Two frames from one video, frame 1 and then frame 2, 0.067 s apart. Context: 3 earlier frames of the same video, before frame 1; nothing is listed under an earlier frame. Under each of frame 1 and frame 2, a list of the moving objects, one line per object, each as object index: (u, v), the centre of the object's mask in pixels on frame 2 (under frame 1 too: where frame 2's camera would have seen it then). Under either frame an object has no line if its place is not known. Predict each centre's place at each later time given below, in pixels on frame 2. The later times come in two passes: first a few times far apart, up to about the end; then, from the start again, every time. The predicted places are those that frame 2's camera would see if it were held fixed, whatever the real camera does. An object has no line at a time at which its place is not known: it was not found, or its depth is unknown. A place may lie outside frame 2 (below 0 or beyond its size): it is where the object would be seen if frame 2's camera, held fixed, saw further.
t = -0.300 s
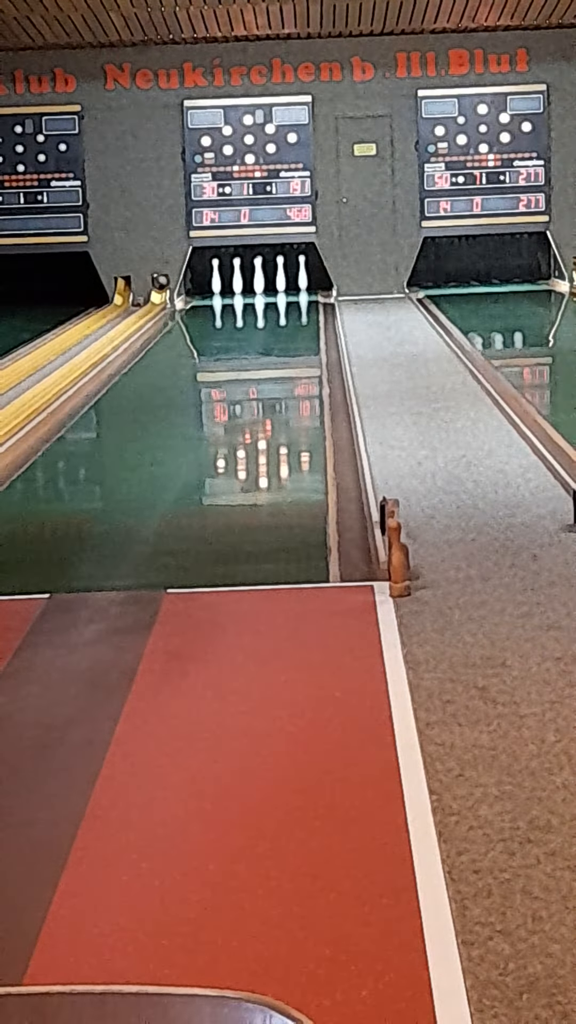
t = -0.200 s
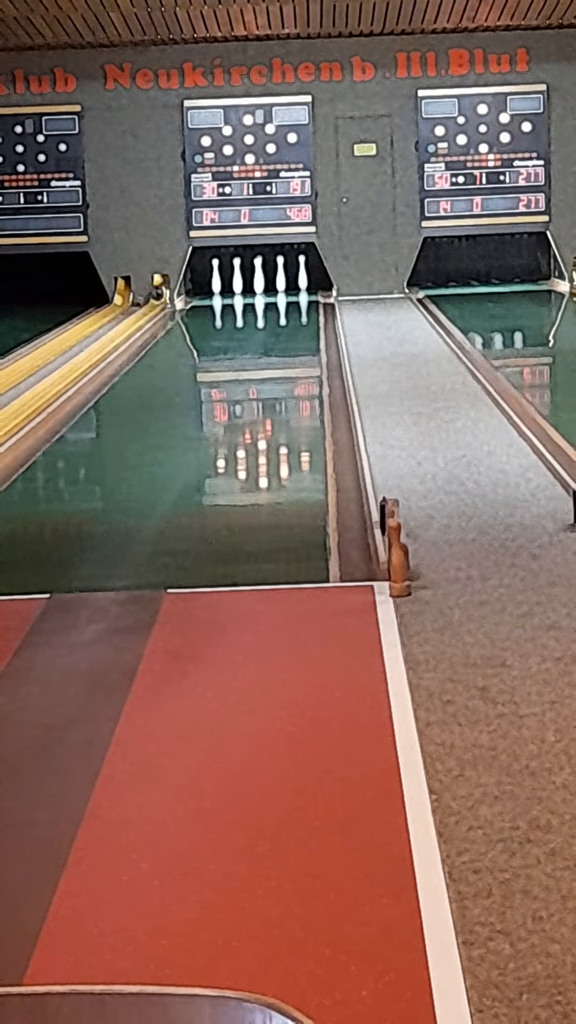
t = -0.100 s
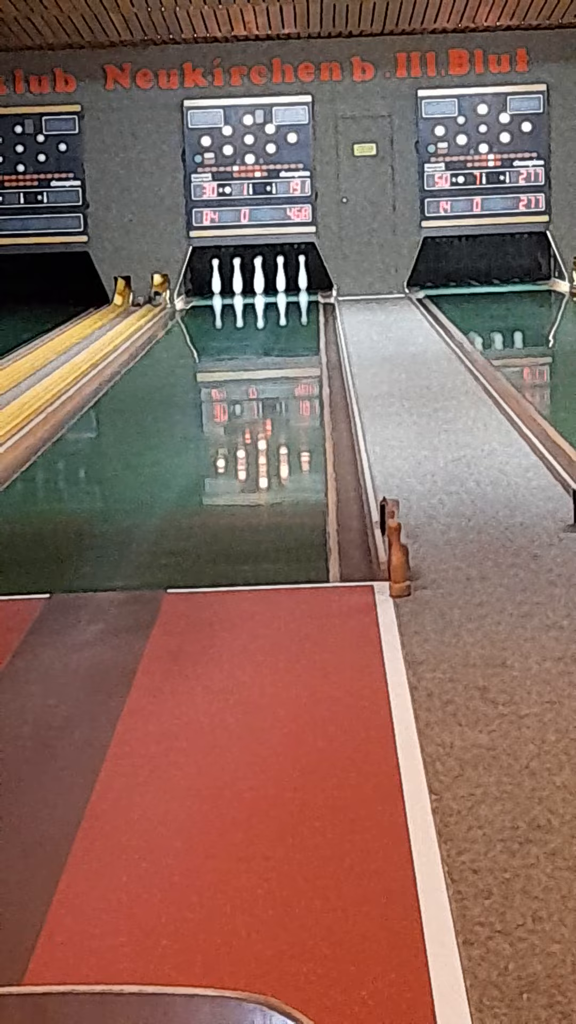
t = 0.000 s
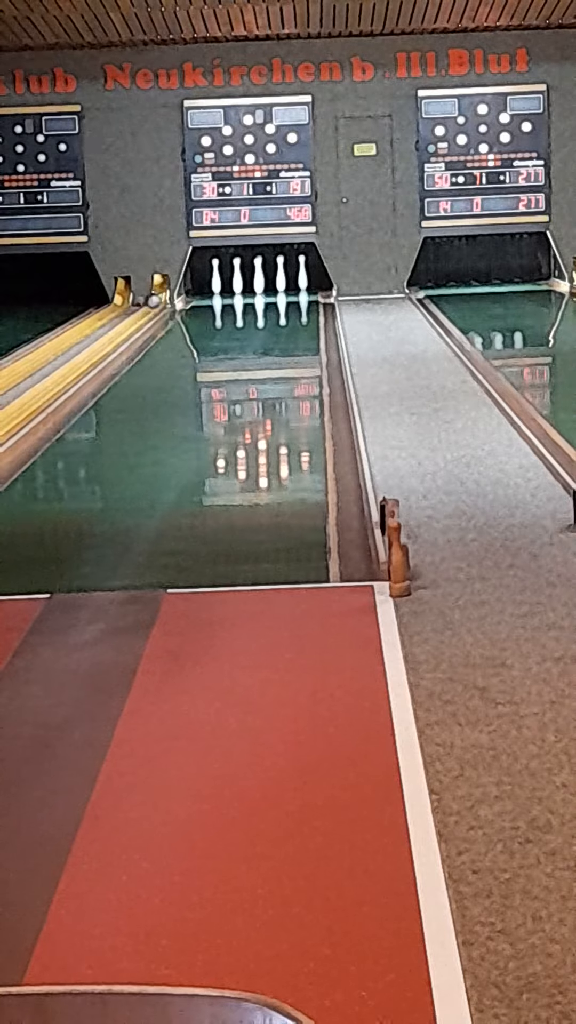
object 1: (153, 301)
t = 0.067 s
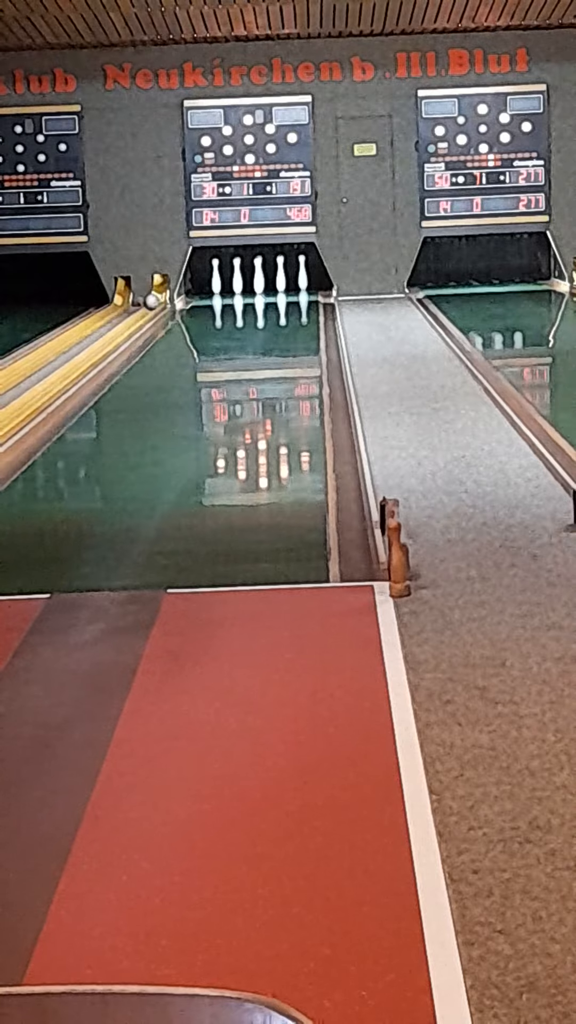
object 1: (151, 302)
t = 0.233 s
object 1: (148, 307)
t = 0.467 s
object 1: (140, 311)
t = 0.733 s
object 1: (131, 316)
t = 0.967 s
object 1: (123, 322)
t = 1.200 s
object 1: (113, 329)
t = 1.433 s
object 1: (104, 337)
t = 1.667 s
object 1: (93, 345)
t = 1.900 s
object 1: (81, 354)
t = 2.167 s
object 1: (65, 364)
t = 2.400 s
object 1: (51, 375)
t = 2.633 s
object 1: (34, 388)
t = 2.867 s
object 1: (15, 402)
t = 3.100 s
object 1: (4, 416)
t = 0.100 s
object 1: (151, 303)
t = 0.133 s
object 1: (149, 304)
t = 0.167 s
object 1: (148, 304)
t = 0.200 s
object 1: (147, 305)
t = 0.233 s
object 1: (148, 307)
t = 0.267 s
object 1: (146, 306)
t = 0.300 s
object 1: (144, 306)
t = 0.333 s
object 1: (144, 307)
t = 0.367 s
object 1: (142, 307)
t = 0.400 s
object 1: (141, 308)
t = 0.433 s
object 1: (141, 309)
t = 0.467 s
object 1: (140, 311)
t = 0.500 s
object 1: (139, 310)
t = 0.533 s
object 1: (137, 311)
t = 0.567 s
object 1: (137, 312)
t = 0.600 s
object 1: (135, 313)
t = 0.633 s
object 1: (134, 313)
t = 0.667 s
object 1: (133, 315)
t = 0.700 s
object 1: (132, 315)
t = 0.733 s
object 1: (131, 316)
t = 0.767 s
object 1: (129, 317)
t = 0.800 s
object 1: (129, 319)
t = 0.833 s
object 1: (127, 319)
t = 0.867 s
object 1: (127, 319)
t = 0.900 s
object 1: (125, 321)
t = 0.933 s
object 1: (124, 322)
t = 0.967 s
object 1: (123, 322)
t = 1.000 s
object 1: (122, 323)
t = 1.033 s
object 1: (120, 325)
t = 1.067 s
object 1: (119, 326)
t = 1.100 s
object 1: (117, 326)
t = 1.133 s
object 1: (116, 327)
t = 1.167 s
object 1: (115, 329)
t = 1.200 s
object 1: (113, 329)
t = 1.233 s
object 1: (112, 330)
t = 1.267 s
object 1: (111, 332)
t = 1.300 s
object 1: (110, 332)
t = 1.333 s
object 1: (108, 333)
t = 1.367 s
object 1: (107, 335)
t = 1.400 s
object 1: (105, 336)
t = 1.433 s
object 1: (104, 337)
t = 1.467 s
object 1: (102, 337)
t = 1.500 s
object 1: (101, 339)
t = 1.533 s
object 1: (100, 340)
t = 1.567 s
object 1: (98, 341)
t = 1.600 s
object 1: (96, 342)
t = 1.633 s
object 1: (95, 343)
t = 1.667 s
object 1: (93, 345)
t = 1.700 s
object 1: (92, 346)
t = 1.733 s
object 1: (90, 347)
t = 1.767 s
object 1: (88, 348)
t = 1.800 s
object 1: (87, 349)
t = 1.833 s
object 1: (84, 351)
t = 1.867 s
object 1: (83, 352)
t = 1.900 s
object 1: (81, 354)
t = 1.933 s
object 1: (79, 354)
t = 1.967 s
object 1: (77, 356)
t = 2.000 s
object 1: (75, 358)
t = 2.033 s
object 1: (74, 359)
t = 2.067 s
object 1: (72, 360)
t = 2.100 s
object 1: (70, 362)
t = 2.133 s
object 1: (68, 363)
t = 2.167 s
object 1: (65, 364)
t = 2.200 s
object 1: (63, 366)
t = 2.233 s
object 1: (61, 368)
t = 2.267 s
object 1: (60, 369)
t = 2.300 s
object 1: (57, 371)
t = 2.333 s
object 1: (55, 373)
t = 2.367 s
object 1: (52, 375)
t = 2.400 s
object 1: (51, 375)
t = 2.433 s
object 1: (48, 377)
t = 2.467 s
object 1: (46, 379)
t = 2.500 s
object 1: (44, 381)
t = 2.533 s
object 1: (41, 382)
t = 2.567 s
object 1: (39, 384)
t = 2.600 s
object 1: (36, 386)
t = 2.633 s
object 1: (34, 388)
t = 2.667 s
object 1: (31, 390)
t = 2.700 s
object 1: (29, 392)
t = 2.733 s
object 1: (25, 394)
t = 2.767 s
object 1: (23, 395)
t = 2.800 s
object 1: (20, 397)
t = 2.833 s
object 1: (18, 399)
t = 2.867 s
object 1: (15, 402)
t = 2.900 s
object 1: (13, 403)
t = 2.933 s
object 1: (11, 406)
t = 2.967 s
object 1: (9, 408)
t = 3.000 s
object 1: (8, 409)
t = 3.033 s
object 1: (7, 411)
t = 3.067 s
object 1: (5, 413)
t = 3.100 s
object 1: (4, 416)
